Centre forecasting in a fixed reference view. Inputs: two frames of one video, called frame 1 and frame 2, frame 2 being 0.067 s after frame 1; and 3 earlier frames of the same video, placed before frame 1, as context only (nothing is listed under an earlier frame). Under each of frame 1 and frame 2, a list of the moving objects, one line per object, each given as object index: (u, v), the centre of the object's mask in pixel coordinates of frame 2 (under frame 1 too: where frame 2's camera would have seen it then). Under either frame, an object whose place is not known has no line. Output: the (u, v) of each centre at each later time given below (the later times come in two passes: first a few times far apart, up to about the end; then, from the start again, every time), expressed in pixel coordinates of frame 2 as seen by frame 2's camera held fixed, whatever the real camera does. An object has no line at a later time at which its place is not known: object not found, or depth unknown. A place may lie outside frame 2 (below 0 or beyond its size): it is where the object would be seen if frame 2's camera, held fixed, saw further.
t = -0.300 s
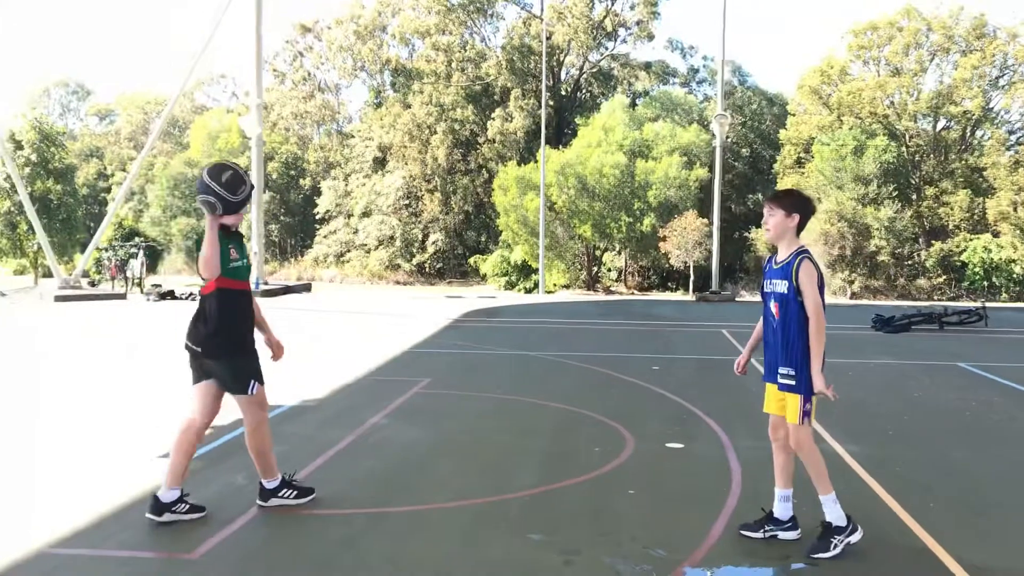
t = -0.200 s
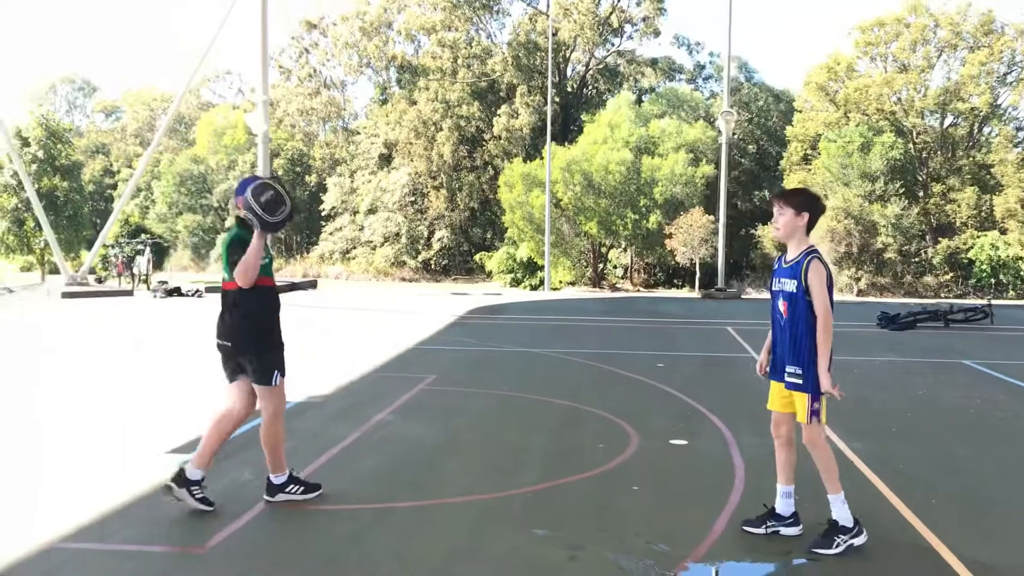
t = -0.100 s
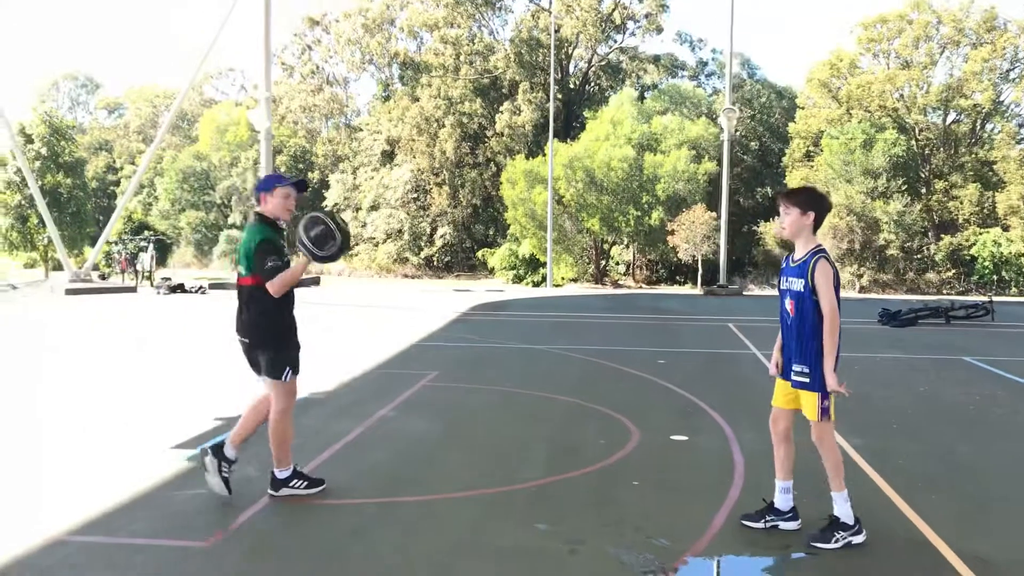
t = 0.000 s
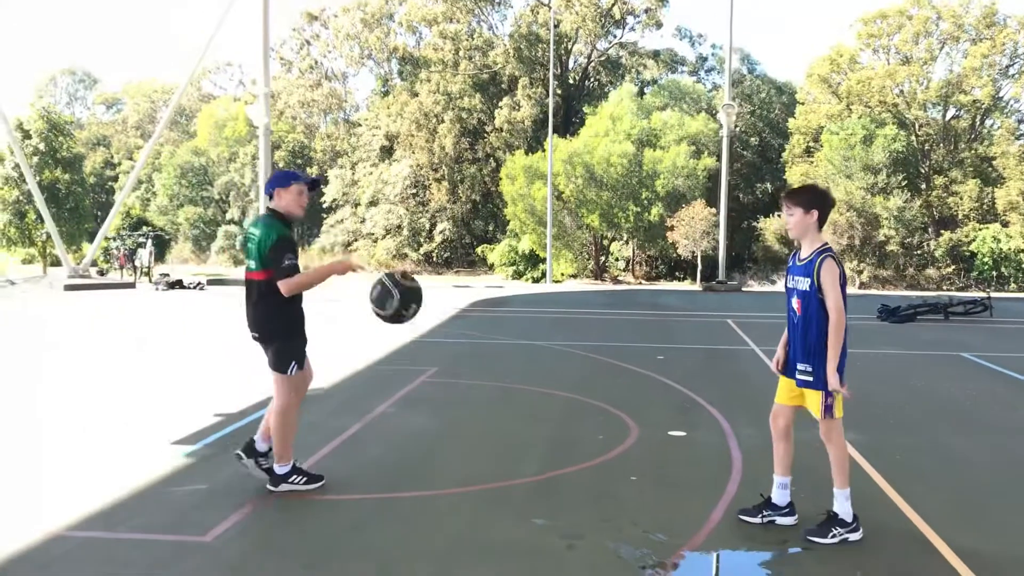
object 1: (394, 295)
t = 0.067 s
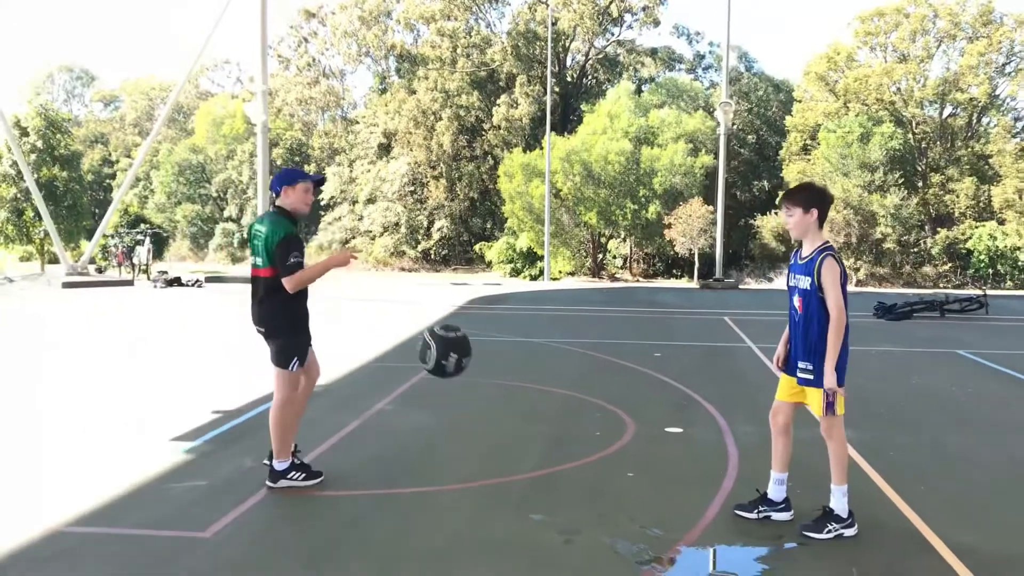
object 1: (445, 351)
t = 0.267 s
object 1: (576, 454)
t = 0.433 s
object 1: (649, 341)
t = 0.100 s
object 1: (470, 382)
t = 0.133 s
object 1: (495, 416)
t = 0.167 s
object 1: (520, 454)
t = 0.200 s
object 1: (545, 492)
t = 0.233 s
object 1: (561, 483)
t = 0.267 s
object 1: (576, 454)
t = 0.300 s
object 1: (590, 426)
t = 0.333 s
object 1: (603, 401)
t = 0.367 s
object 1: (619, 379)
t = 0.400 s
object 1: (633, 359)
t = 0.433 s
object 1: (649, 341)
